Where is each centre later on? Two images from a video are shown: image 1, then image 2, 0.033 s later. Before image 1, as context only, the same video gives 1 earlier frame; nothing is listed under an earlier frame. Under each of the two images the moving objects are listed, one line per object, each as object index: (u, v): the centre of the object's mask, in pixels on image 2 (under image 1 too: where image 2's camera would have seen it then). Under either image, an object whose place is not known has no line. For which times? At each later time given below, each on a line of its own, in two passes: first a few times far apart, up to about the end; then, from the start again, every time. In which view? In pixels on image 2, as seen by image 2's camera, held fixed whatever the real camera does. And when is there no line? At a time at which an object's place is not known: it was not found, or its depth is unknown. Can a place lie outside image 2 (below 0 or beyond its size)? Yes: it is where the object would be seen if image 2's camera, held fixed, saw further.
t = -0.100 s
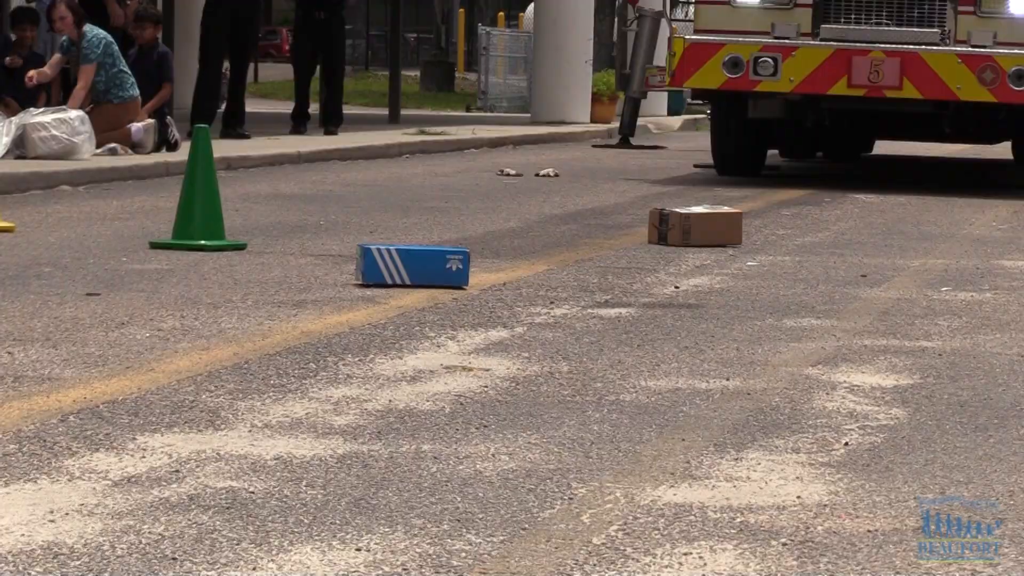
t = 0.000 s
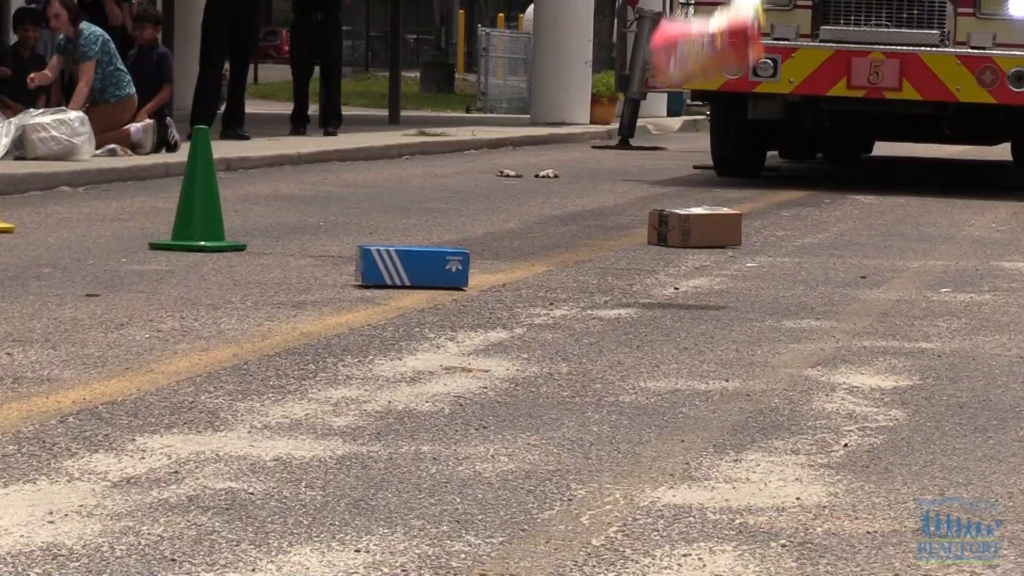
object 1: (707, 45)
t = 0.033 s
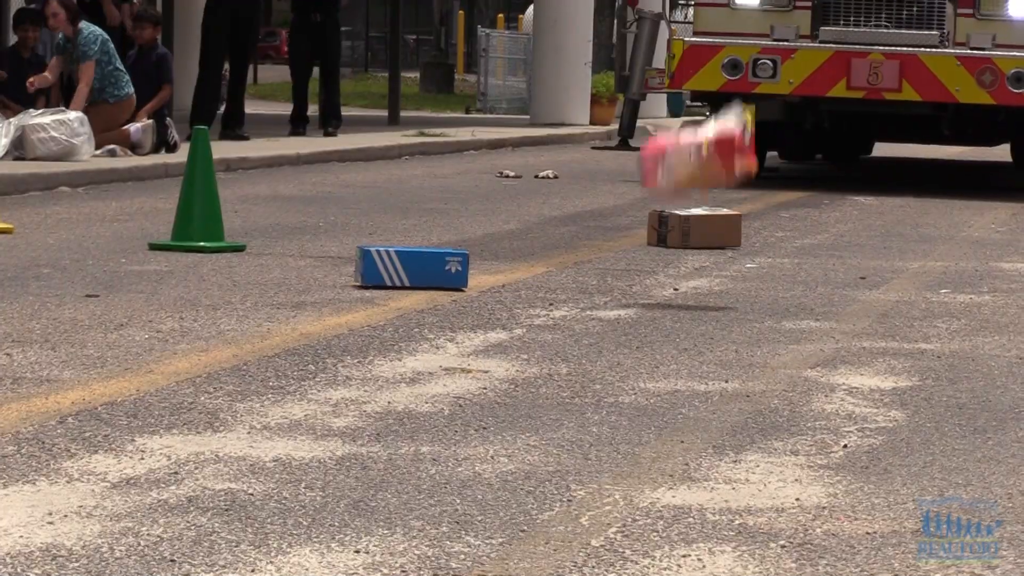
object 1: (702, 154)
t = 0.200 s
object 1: (750, 196)
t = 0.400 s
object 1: (846, 153)
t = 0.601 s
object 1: (954, 242)
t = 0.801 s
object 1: (983, 266)
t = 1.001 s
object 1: (998, 283)
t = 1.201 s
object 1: (993, 288)
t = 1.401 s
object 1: (997, 293)
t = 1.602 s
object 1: (1001, 301)
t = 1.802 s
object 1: (998, 301)
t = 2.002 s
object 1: (999, 301)
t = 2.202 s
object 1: (999, 301)
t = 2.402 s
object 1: (999, 301)
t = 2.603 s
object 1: (999, 301)
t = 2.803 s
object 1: (999, 301)
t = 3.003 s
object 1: (999, 301)
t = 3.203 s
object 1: (999, 301)
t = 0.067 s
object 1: (691, 264)
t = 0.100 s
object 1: (702, 263)
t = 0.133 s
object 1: (717, 236)
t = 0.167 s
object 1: (733, 214)
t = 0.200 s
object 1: (750, 196)
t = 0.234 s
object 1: (765, 180)
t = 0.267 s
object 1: (781, 168)
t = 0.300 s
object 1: (797, 160)
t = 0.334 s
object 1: (813, 155)
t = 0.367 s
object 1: (830, 152)
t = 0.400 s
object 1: (846, 153)
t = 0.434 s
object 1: (864, 158)
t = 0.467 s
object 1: (882, 165)
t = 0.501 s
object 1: (898, 177)
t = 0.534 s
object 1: (918, 194)
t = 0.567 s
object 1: (936, 216)
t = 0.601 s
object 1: (954, 242)
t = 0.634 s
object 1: (970, 271)
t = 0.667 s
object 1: (977, 278)
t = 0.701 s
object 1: (979, 271)
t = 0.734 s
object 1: (980, 265)
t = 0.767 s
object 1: (981, 264)
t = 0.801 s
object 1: (983, 266)
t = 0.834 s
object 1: (983, 271)
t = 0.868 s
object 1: (986, 279)
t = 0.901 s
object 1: (988, 282)
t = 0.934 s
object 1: (992, 280)
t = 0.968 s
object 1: (995, 280)
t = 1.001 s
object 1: (998, 283)
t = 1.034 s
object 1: (999, 284)
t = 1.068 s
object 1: (999, 286)
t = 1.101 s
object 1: (998, 287)
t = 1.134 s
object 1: (996, 288)
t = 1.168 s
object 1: (994, 288)
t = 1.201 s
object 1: (993, 288)
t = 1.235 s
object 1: (995, 288)
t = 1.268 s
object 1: (996, 289)
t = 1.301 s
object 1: (996, 289)
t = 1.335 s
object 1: (996, 290)
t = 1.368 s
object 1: (996, 291)
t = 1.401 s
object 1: (997, 293)
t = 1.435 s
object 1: (997, 296)
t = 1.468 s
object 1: (997, 301)
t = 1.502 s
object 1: (996, 300)
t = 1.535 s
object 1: (999, 301)
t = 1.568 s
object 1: (1000, 301)
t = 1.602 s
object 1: (1001, 301)
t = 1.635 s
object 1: (1001, 301)
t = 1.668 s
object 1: (1001, 301)
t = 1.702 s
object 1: (999, 301)
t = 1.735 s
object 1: (999, 301)
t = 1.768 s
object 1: (998, 302)
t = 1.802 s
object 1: (998, 301)
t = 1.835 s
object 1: (998, 301)
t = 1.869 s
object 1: (998, 301)
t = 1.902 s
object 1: (998, 301)
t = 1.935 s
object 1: (998, 301)
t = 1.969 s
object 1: (998, 301)
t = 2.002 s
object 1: (999, 301)
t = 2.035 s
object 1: (999, 302)
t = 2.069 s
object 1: (999, 302)
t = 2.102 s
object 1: (999, 301)
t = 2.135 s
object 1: (999, 301)
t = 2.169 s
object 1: (999, 301)
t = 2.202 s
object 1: (999, 301)
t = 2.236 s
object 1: (999, 301)
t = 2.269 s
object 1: (999, 301)
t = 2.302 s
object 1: (999, 301)
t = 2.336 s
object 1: (999, 301)
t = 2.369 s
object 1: (999, 301)
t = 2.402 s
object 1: (999, 301)
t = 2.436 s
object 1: (999, 301)
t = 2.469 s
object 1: (999, 301)
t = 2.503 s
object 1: (999, 301)
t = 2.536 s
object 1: (999, 301)
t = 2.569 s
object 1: (999, 301)
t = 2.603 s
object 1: (999, 301)
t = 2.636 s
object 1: (999, 301)
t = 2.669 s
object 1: (999, 301)
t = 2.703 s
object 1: (999, 301)
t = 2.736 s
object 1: (999, 302)
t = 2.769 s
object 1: (999, 301)
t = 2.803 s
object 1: (999, 301)
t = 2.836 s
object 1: (999, 301)
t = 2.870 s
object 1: (999, 301)
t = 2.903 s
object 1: (999, 301)
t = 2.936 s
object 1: (999, 301)
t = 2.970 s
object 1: (999, 301)
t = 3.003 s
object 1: (999, 301)
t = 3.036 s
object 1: (999, 301)
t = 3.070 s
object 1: (999, 301)
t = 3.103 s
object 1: (1000, 301)
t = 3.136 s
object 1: (999, 301)
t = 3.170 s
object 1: (999, 301)
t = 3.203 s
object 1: (999, 301)
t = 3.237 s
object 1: (1000, 302)
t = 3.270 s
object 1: (1000, 301)
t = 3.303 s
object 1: (1000, 301)
